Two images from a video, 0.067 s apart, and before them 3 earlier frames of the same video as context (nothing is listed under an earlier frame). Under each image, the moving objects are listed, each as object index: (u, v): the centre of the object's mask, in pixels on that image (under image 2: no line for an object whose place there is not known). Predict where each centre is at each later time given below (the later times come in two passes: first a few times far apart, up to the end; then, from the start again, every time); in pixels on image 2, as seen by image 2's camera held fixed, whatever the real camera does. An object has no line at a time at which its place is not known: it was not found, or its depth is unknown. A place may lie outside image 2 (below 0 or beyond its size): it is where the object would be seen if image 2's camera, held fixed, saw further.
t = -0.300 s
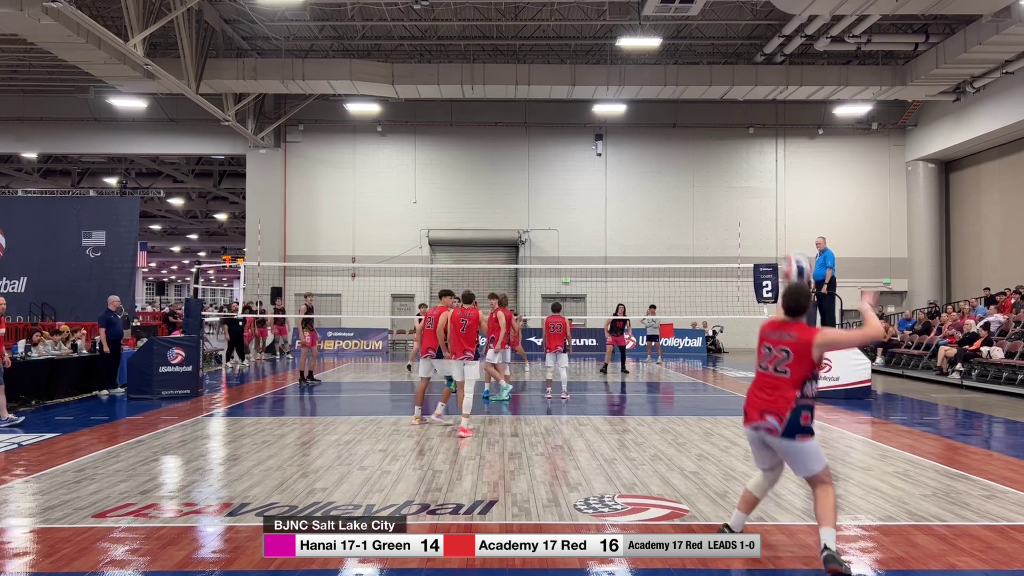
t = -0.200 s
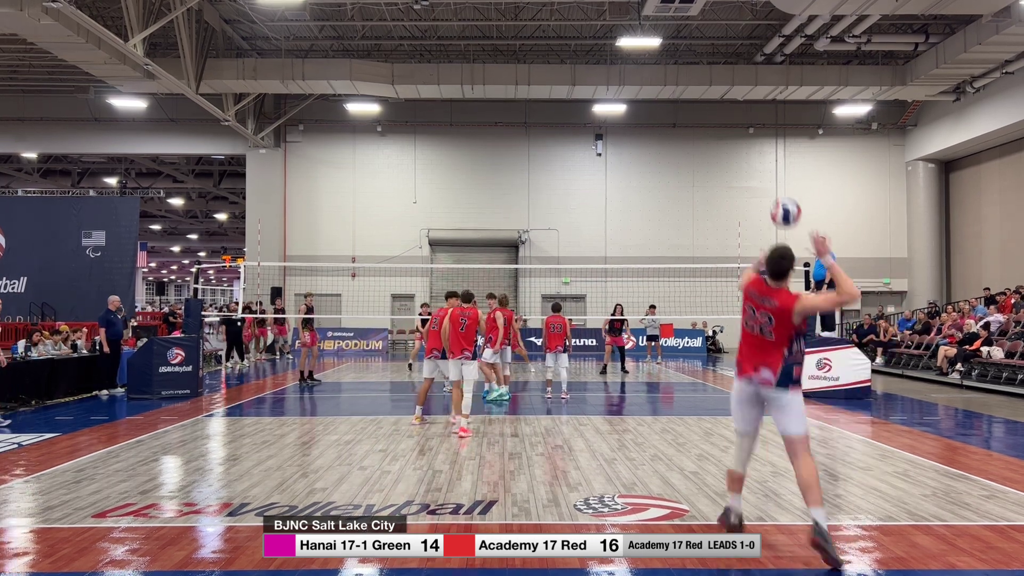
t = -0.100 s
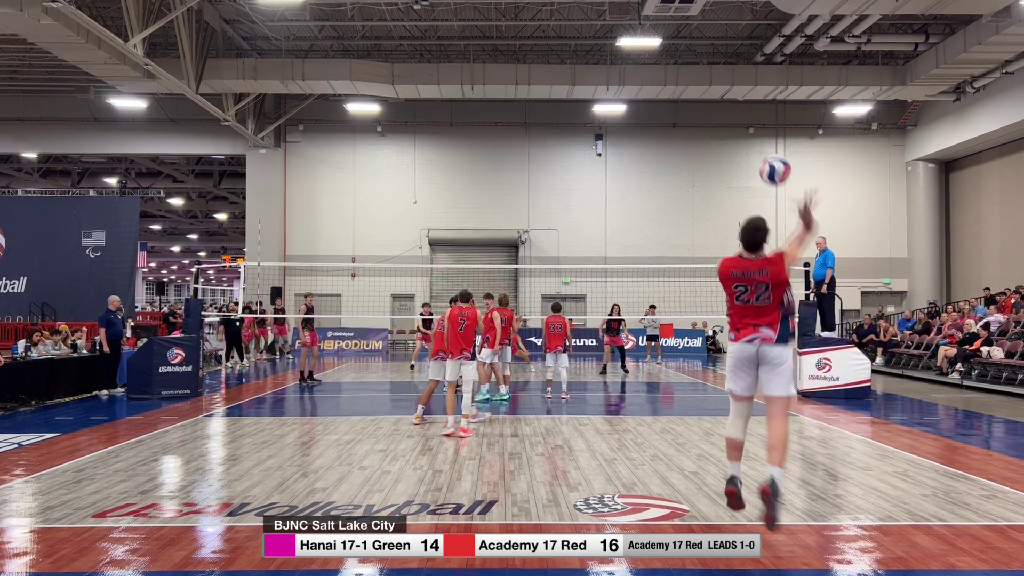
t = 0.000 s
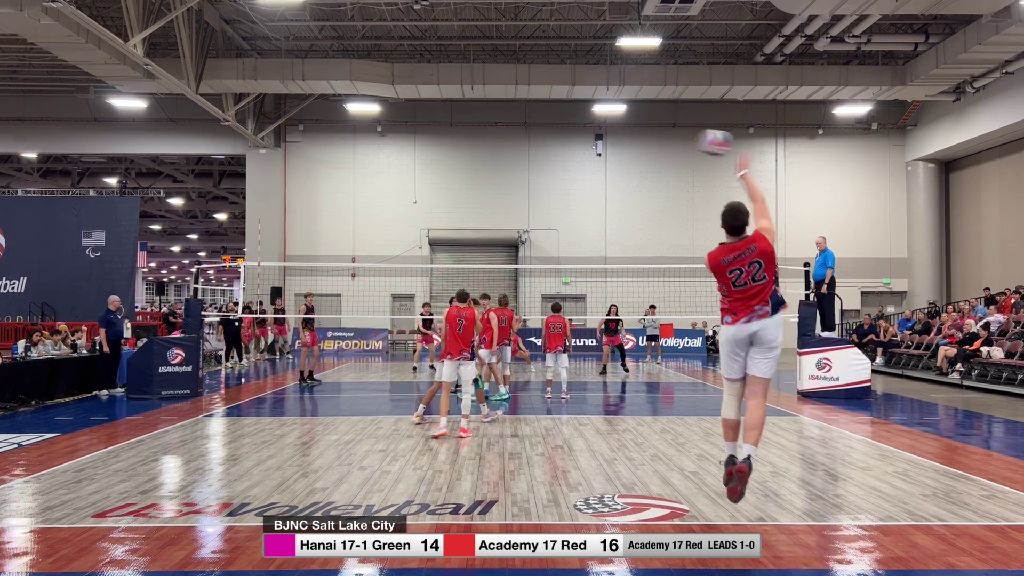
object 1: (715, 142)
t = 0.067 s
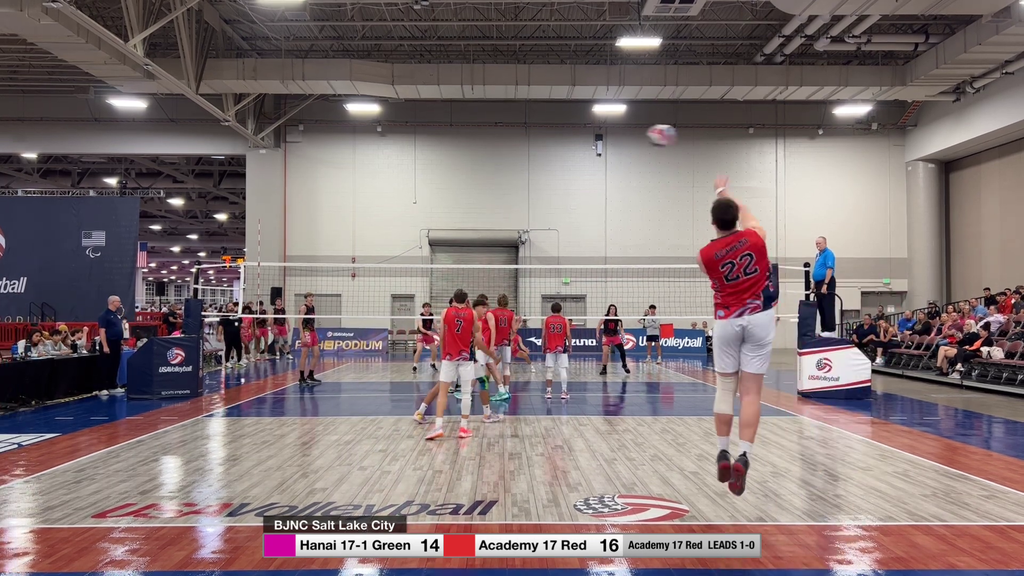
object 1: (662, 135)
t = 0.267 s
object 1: (563, 144)
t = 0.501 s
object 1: (501, 174)
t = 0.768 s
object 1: (459, 221)
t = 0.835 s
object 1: (451, 234)
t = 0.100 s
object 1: (640, 133)
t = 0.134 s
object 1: (621, 134)
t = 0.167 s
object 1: (604, 135)
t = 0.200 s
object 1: (589, 137)
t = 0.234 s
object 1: (575, 140)
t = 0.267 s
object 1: (563, 144)
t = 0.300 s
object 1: (552, 147)
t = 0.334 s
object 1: (541, 151)
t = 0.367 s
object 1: (532, 156)
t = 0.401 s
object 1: (523, 160)
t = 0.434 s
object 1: (515, 164)
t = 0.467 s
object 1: (508, 170)
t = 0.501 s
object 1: (501, 174)
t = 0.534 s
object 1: (495, 180)
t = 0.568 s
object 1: (489, 185)
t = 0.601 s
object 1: (483, 191)
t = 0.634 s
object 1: (478, 197)
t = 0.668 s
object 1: (472, 202)
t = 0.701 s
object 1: (468, 208)
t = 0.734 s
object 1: (463, 215)
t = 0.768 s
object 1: (459, 221)
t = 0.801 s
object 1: (455, 227)
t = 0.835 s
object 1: (451, 234)
